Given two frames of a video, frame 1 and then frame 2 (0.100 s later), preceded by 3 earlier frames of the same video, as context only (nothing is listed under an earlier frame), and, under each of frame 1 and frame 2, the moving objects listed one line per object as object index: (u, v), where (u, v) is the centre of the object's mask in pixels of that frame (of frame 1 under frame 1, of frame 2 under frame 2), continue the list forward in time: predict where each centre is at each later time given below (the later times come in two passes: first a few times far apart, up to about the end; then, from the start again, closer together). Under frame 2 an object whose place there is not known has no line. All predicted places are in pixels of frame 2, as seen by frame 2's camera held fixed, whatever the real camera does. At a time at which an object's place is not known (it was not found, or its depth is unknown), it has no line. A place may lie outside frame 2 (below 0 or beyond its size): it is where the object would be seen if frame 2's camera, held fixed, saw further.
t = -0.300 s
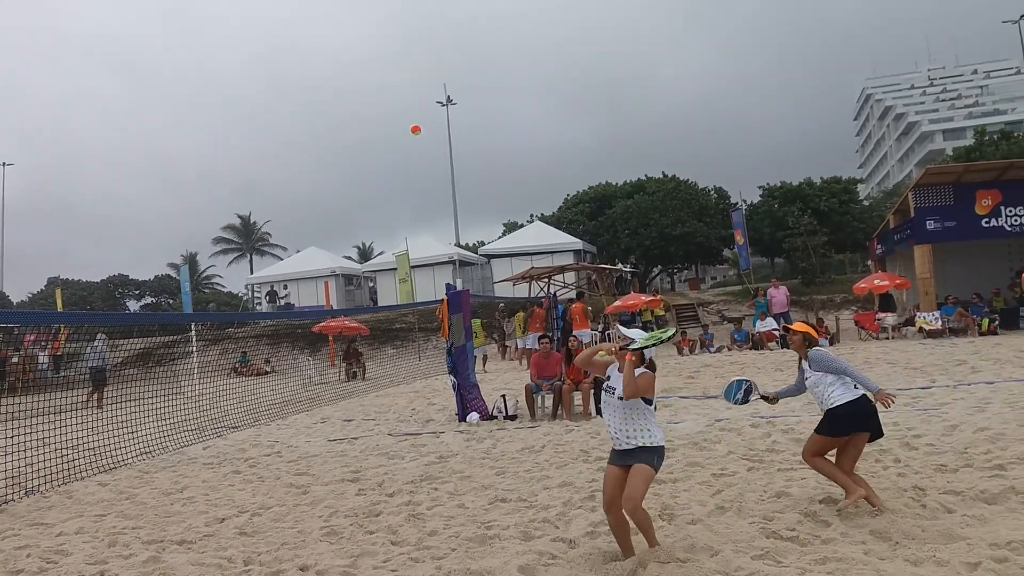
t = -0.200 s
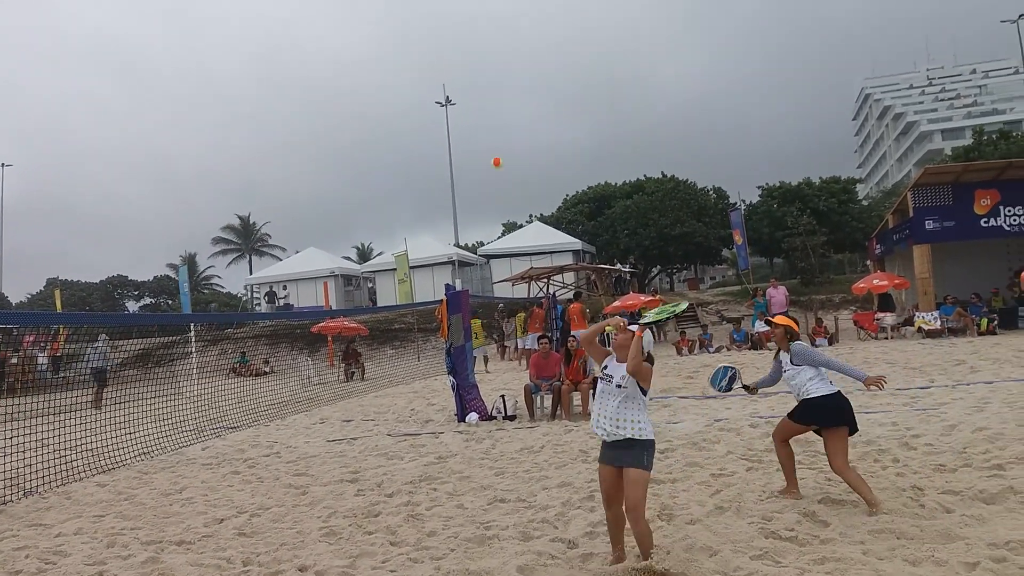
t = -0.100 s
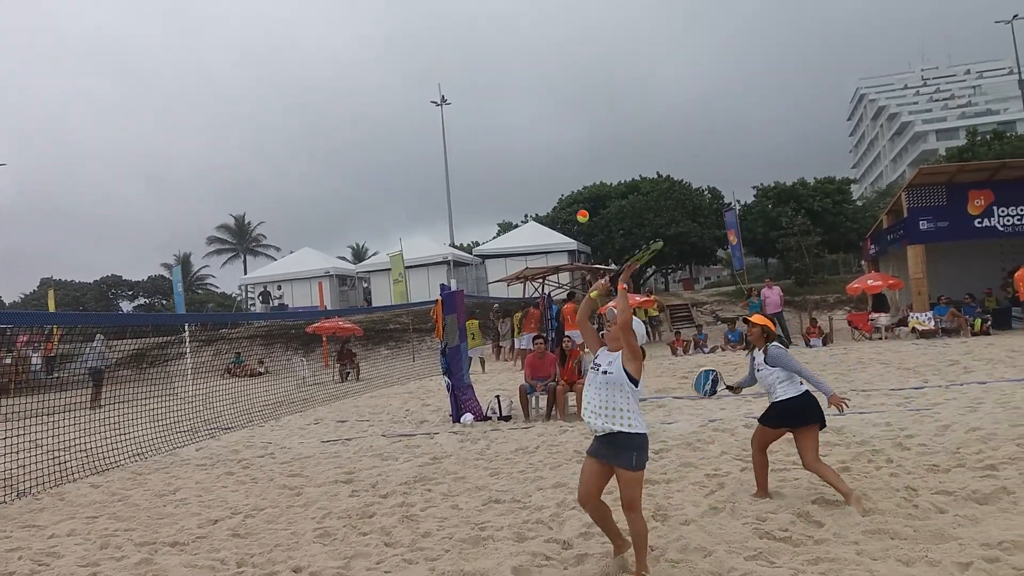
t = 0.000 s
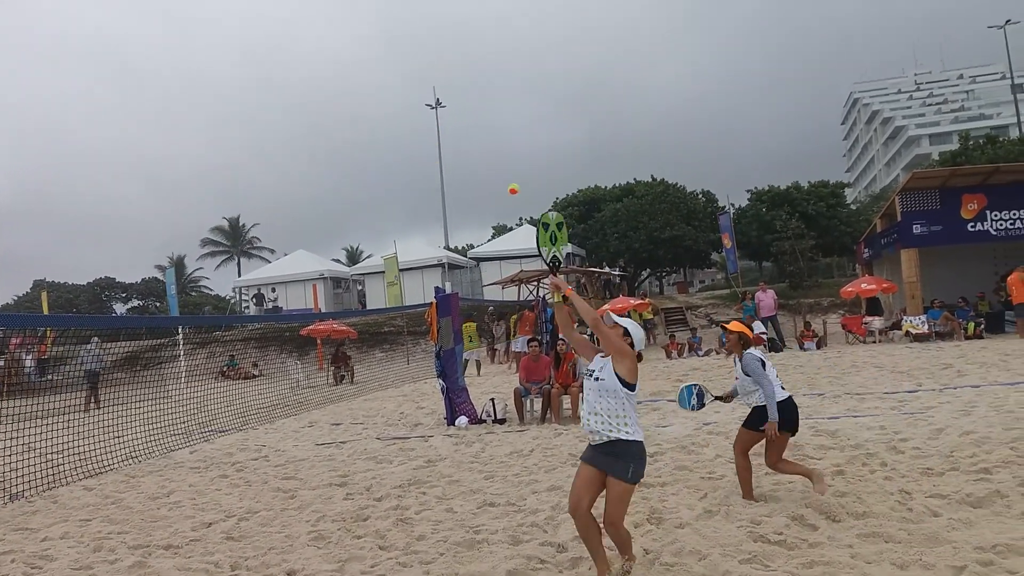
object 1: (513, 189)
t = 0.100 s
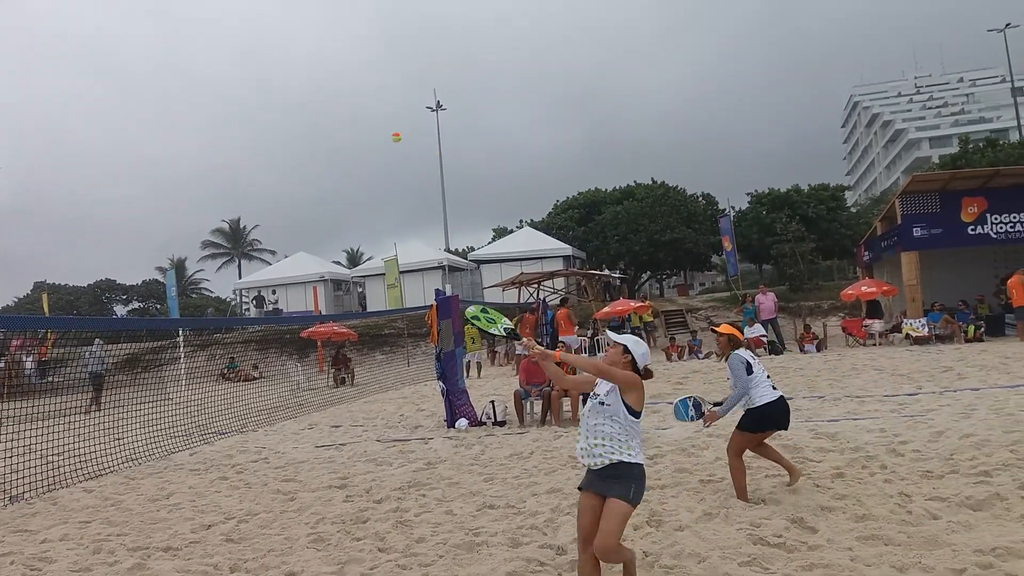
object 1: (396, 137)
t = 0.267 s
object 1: (240, 91)
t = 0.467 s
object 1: (107, 96)
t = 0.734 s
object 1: (-16, 160)
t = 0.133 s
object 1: (361, 126)
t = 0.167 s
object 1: (328, 114)
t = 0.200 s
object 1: (297, 103)
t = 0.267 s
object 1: (240, 91)
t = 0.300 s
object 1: (214, 89)
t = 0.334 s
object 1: (190, 88)
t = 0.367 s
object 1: (168, 90)
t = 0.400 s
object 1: (147, 91)
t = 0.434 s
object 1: (126, 92)
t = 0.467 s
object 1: (107, 96)
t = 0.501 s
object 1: (88, 102)
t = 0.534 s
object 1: (71, 108)
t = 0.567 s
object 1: (54, 114)
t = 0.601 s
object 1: (37, 121)
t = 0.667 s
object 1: (7, 138)
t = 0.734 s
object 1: (-16, 160)
